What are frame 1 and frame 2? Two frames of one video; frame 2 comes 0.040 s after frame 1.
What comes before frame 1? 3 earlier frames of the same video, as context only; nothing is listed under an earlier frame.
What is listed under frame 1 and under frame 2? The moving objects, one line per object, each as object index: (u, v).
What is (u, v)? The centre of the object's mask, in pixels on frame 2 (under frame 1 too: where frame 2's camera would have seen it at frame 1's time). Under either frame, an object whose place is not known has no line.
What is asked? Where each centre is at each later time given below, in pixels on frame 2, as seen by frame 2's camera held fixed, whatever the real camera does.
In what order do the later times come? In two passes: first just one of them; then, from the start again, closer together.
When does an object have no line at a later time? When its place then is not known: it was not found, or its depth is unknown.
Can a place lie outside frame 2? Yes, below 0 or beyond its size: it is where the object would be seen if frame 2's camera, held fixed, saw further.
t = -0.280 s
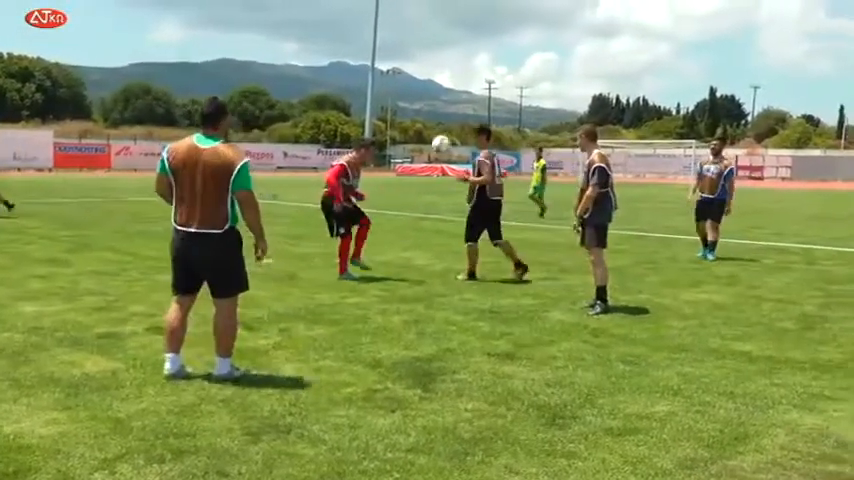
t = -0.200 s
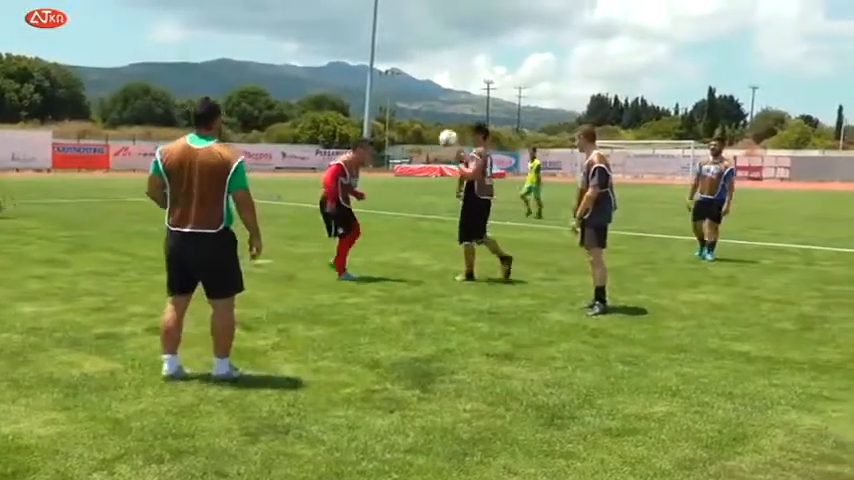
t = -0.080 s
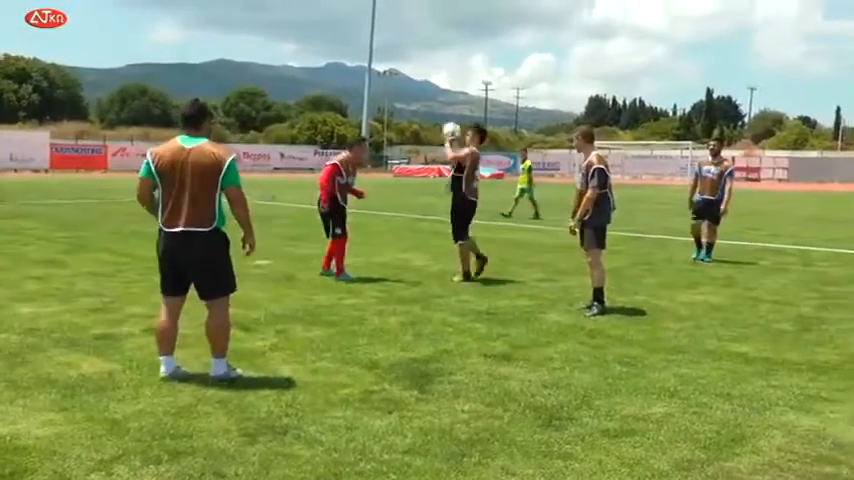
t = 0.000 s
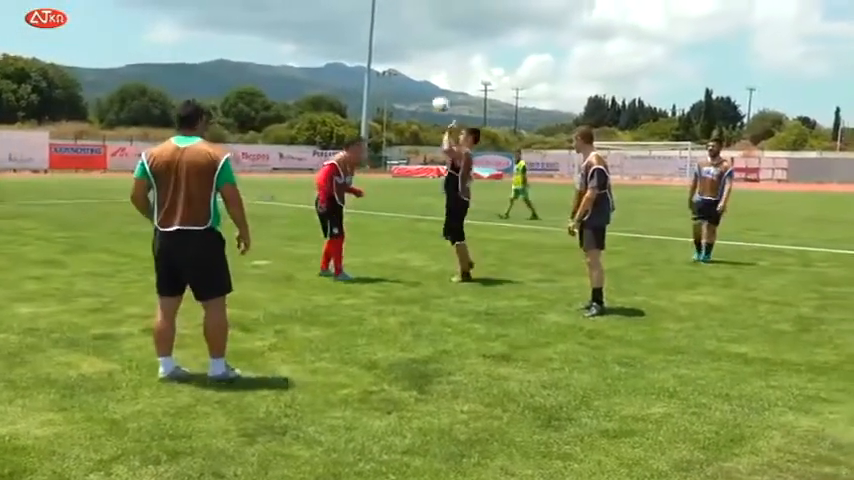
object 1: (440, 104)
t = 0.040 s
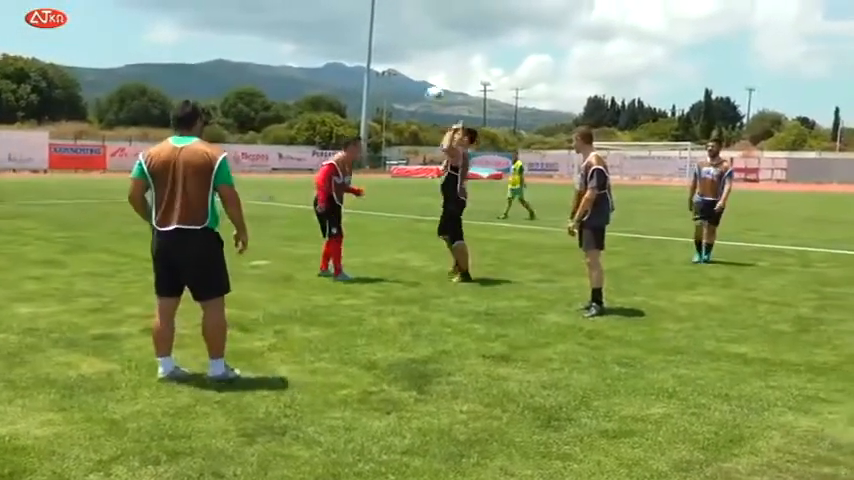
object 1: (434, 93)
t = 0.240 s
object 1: (406, 61)
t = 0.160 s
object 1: (419, 71)
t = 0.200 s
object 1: (414, 64)
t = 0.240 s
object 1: (406, 61)
